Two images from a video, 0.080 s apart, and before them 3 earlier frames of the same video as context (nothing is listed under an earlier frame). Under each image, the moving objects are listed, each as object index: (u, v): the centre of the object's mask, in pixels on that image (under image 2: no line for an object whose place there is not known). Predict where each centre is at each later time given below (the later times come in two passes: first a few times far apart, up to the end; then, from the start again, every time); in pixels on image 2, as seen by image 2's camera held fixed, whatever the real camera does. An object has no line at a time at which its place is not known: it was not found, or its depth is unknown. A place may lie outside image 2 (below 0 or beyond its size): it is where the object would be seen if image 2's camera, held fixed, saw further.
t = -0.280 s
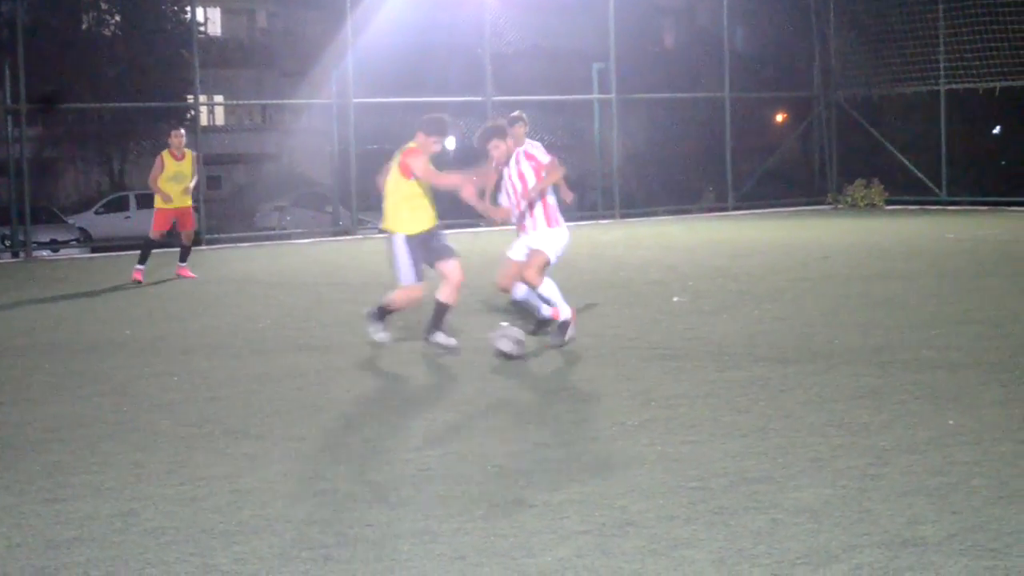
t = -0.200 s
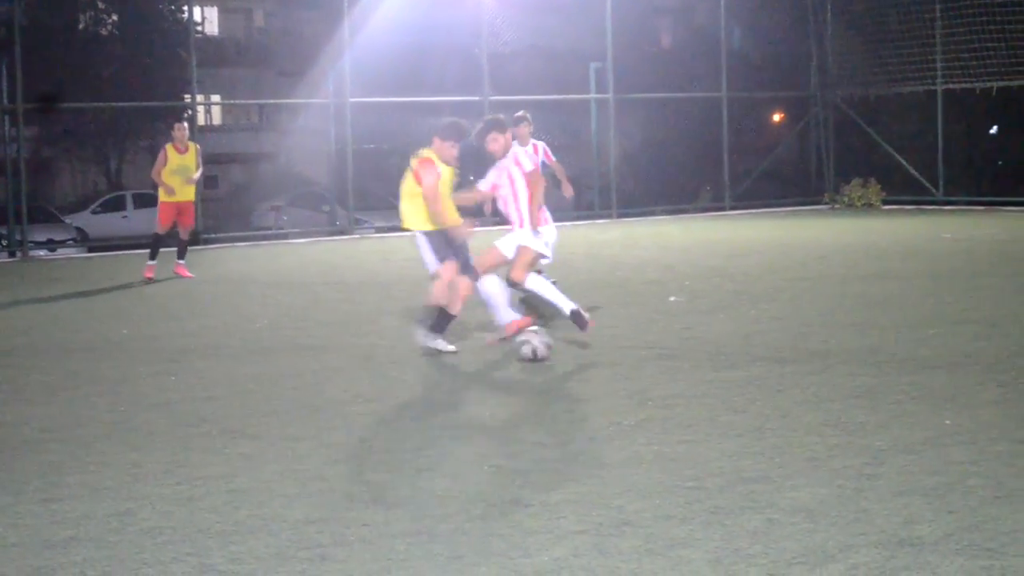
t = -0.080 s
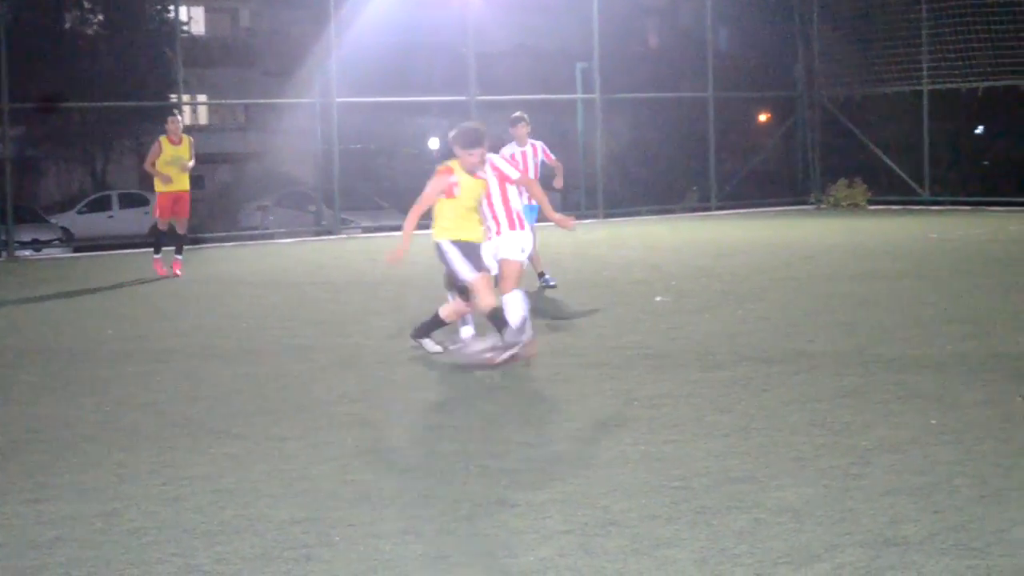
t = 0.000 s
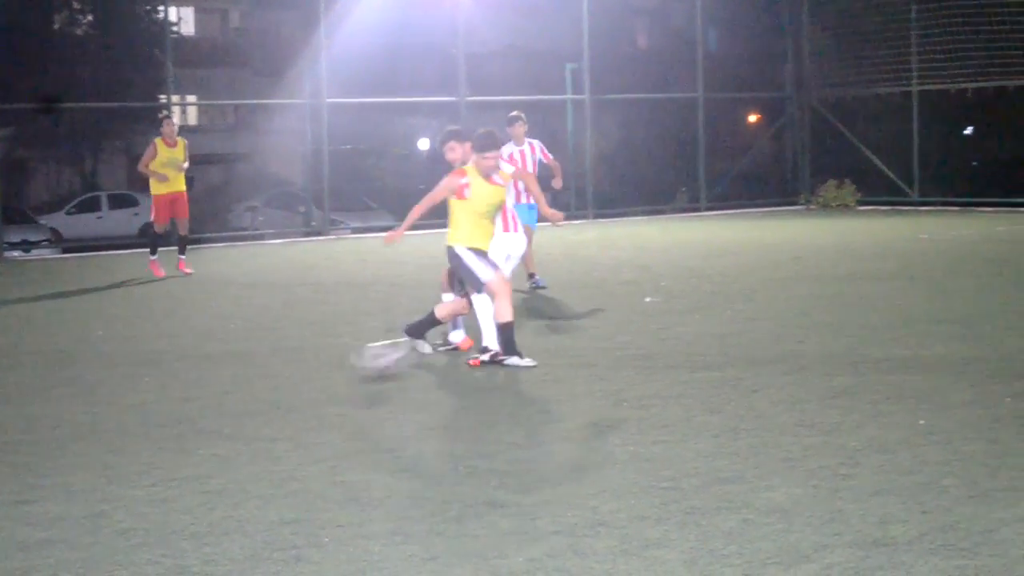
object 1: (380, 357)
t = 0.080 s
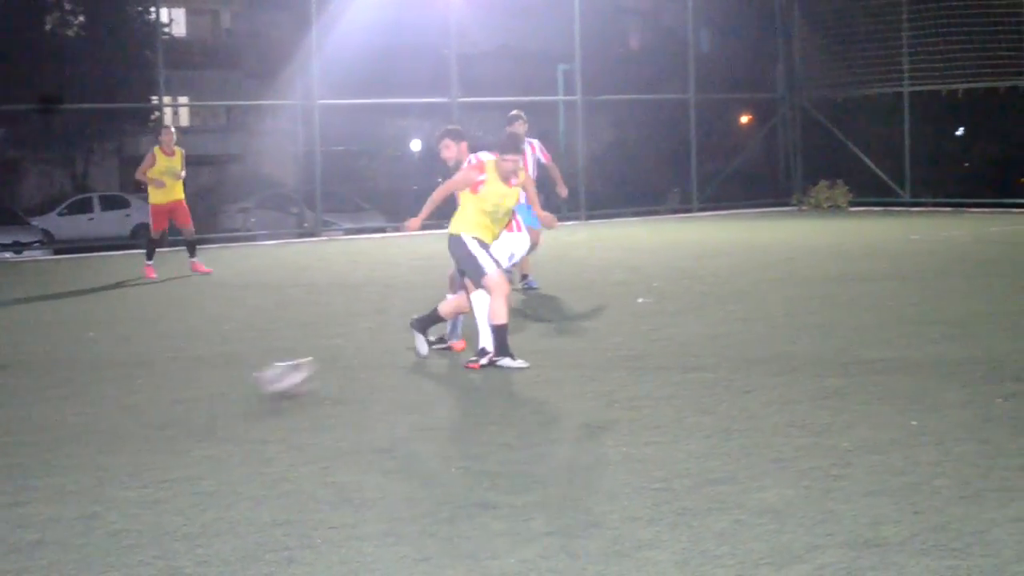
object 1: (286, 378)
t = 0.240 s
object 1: (118, 403)
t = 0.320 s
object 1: (39, 410)
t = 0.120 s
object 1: (245, 382)
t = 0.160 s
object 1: (202, 388)
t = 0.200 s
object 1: (160, 396)
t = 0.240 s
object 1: (118, 403)
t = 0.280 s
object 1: (77, 405)
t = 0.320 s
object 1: (39, 410)
